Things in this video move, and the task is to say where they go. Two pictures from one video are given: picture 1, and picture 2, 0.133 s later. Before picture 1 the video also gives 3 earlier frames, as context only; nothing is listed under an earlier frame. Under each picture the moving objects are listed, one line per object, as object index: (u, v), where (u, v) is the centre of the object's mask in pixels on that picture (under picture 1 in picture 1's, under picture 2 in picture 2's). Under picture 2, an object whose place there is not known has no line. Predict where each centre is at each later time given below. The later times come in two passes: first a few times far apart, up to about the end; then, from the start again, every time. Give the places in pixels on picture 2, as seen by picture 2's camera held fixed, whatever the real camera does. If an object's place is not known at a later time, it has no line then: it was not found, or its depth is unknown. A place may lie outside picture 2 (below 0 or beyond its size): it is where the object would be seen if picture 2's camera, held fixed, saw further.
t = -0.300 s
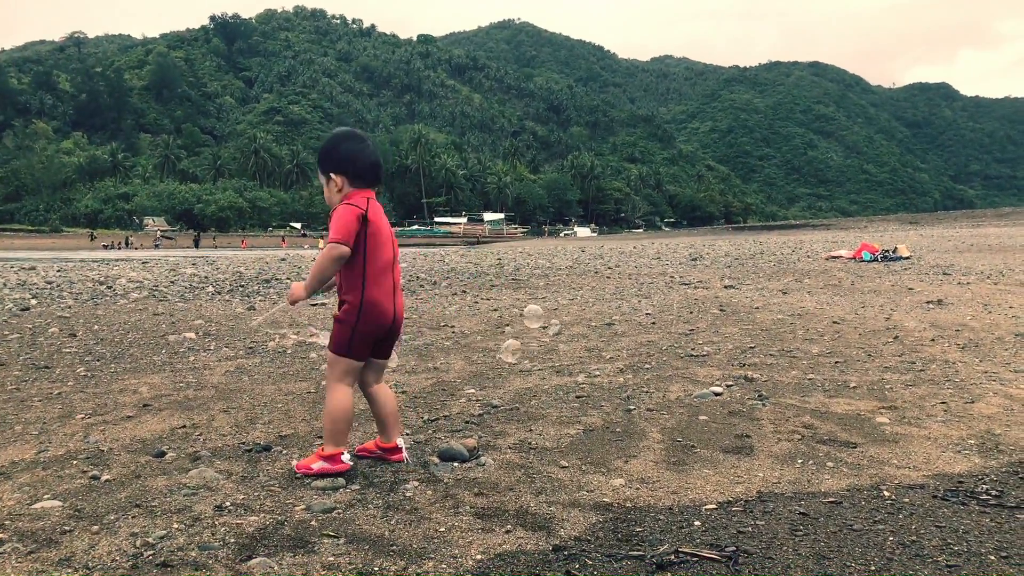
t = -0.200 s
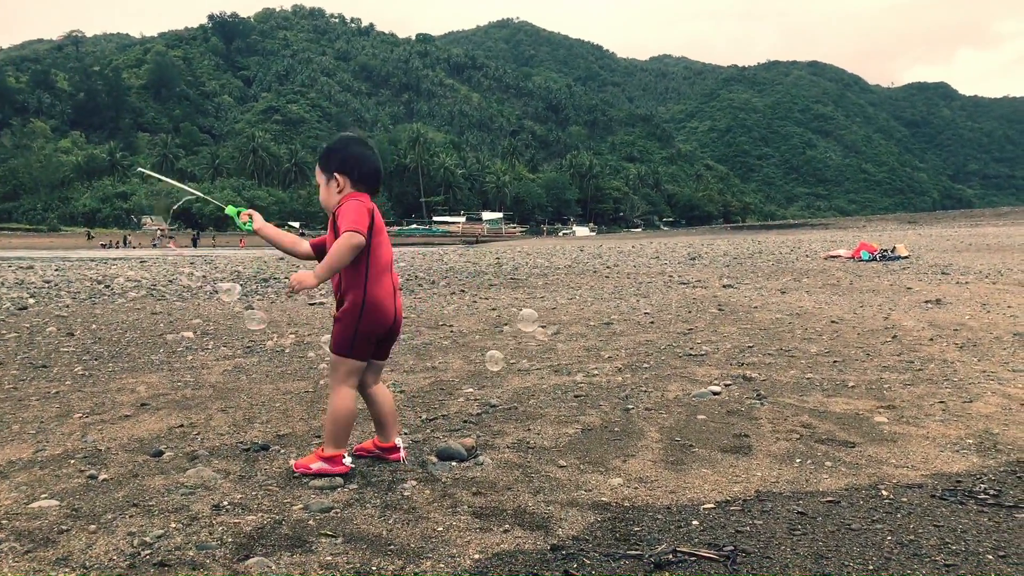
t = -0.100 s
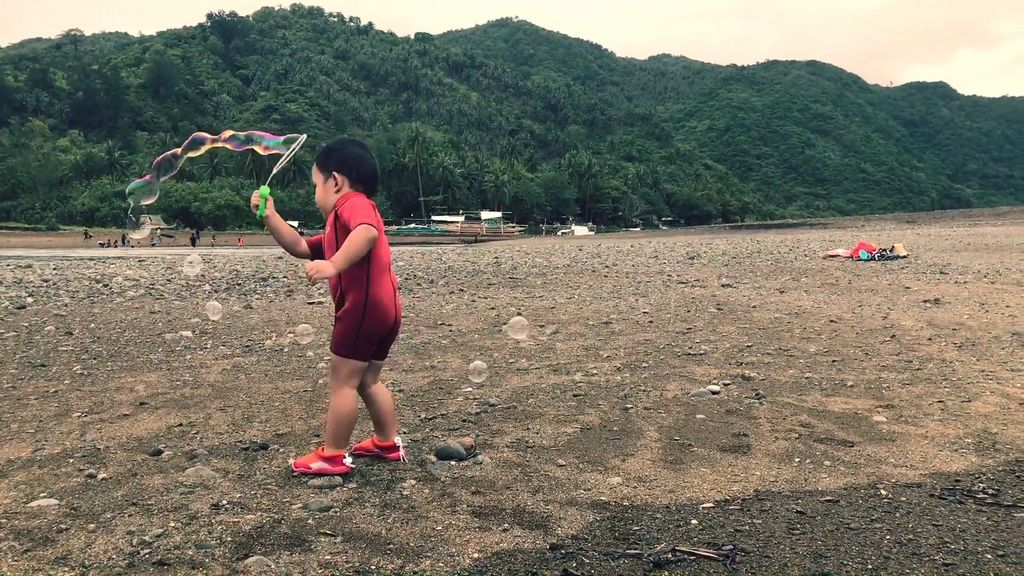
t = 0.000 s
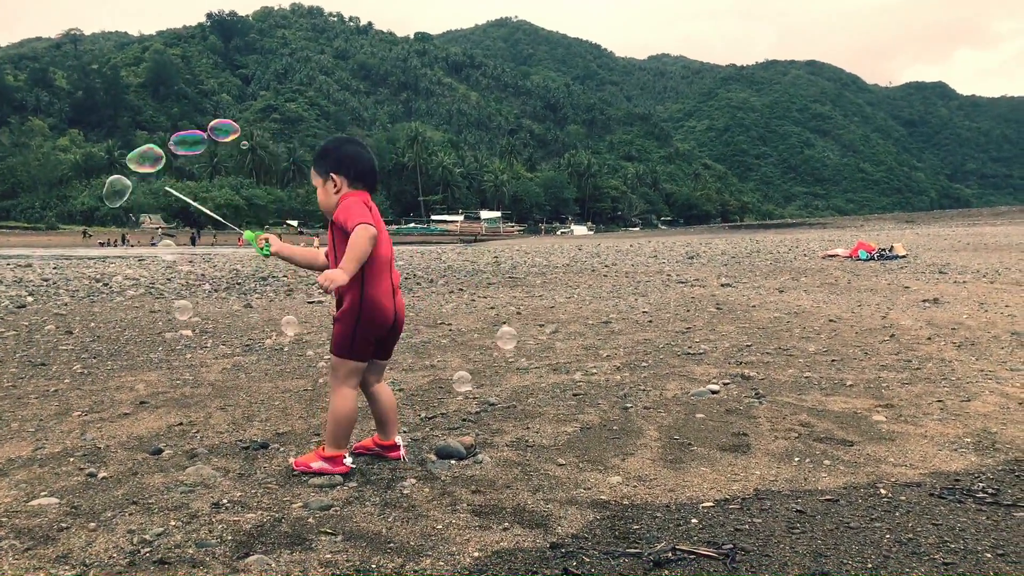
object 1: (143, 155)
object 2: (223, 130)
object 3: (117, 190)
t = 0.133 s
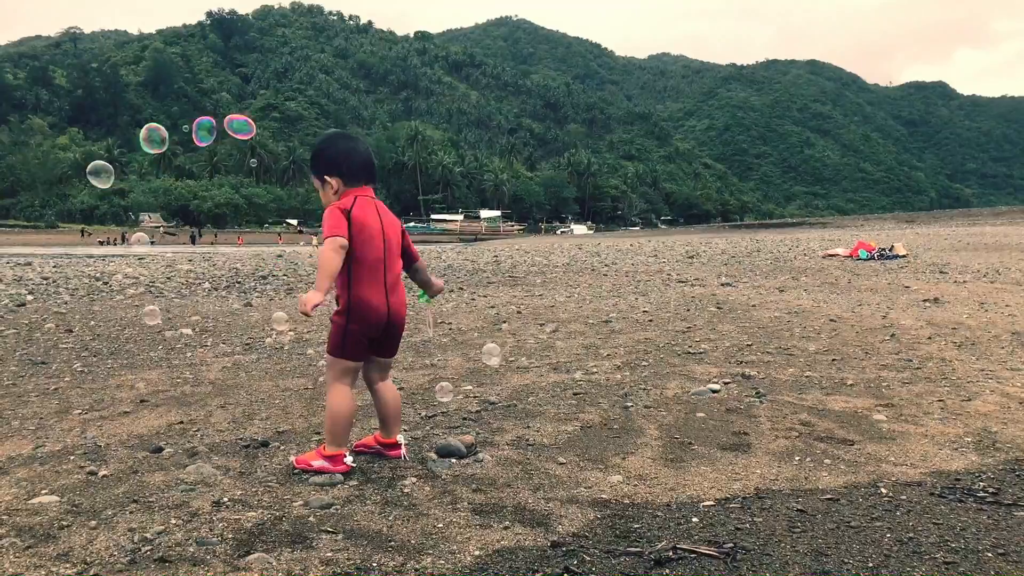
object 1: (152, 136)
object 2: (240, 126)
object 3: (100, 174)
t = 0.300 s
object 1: (155, 133)
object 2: (241, 148)
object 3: (86, 172)
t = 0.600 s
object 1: (147, 132)
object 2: (233, 188)
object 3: (66, 183)
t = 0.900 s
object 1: (134, 148)
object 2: (228, 218)
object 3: (54, 199)
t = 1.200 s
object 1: (124, 171)
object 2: (225, 237)
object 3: (46, 218)
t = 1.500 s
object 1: (115, 196)
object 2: (223, 243)
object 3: (41, 238)
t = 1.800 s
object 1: (98, 213)
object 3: (41, 261)
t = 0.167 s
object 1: (153, 133)
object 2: (242, 130)
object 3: (97, 173)
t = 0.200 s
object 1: (155, 134)
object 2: (243, 134)
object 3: (94, 172)
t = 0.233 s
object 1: (156, 132)
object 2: (243, 138)
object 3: (92, 171)
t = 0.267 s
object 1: (155, 131)
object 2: (242, 143)
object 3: (88, 172)
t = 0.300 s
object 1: (155, 133)
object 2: (241, 148)
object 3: (86, 172)
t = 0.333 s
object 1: (153, 130)
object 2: (240, 153)
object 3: (82, 172)
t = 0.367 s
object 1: (153, 131)
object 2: (239, 158)
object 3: (80, 173)
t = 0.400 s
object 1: (152, 131)
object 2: (237, 163)
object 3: (78, 174)
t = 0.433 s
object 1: (151, 130)
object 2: (236, 168)
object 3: (75, 176)
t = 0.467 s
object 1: (150, 131)
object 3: (73, 177)
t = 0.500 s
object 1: (149, 130)
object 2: (235, 177)
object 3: (71, 179)
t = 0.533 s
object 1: (149, 131)
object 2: (235, 179)
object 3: (70, 179)
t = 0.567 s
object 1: (148, 132)
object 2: (234, 183)
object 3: (68, 182)
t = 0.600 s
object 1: (147, 132)
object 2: (233, 188)
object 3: (66, 183)
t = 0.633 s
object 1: (146, 134)
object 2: (232, 192)
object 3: (65, 185)
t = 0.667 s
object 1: (144, 135)
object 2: (232, 196)
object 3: (63, 187)
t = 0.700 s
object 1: (142, 135)
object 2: (231, 200)
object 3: (61, 189)
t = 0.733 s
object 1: (141, 138)
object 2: (230, 203)
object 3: (60, 191)
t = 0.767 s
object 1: (140, 140)
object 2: (229, 207)
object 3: (59, 192)
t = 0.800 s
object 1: (139, 142)
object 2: (229, 210)
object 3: (57, 194)
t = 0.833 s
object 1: (137, 143)
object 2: (229, 213)
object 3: (56, 196)
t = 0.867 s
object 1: (135, 145)
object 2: (229, 215)
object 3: (55, 197)
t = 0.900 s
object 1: (134, 148)
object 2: (228, 218)
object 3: (54, 199)
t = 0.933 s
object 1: (134, 151)
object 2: (228, 220)
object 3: (53, 201)
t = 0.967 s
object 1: (132, 153)
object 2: (227, 223)
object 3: (52, 203)
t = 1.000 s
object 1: (130, 155)
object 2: (227, 225)
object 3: (51, 205)
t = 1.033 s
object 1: (130, 158)
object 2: (227, 227)
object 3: (49, 207)
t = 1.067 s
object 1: (128, 160)
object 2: (226, 229)
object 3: (49, 209)
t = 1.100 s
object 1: (127, 164)
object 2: (226, 232)
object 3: (48, 211)
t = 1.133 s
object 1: (126, 166)
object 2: (226, 234)
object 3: (47, 213)
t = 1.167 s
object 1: (124, 167)
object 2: (225, 236)
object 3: (47, 216)
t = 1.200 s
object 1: (124, 171)
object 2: (225, 237)
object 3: (46, 218)
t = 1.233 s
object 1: (123, 174)
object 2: (225, 238)
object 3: (45, 220)
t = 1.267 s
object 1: (122, 175)
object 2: (224, 238)
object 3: (45, 222)
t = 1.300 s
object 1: (121, 179)
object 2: (224, 239)
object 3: (44, 224)
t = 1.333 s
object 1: (121, 182)
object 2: (224, 240)
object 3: (43, 226)
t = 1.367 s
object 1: (120, 185)
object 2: (223, 240)
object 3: (43, 228)
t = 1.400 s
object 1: (119, 188)
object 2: (223, 241)
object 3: (42, 231)
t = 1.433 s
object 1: (118, 190)
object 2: (223, 241)
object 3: (42, 233)
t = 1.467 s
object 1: (116, 192)
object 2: (224, 242)
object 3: (42, 236)
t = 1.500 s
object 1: (115, 196)
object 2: (223, 243)
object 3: (41, 238)
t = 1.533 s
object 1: (113, 199)
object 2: (223, 243)
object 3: (41, 241)
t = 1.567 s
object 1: (112, 201)
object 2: (223, 244)
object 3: (41, 241)
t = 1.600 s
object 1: (110, 203)
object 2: (223, 244)
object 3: (40, 246)
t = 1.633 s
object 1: (108, 205)
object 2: (223, 245)
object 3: (40, 249)
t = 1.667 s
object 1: (106, 206)
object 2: (222, 246)
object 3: (40, 252)
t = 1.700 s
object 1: (104, 209)
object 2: (222, 246)
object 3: (41, 253)
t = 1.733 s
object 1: (102, 210)
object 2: (222, 249)
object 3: (41, 255)
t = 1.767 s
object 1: (100, 212)
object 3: (41, 258)
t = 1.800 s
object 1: (98, 213)
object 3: (41, 261)
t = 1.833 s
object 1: (97, 215)
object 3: (41, 262)
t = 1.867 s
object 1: (95, 217)
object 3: (41, 264)
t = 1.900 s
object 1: (93, 218)
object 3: (42, 266)
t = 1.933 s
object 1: (91, 219)
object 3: (42, 267)
